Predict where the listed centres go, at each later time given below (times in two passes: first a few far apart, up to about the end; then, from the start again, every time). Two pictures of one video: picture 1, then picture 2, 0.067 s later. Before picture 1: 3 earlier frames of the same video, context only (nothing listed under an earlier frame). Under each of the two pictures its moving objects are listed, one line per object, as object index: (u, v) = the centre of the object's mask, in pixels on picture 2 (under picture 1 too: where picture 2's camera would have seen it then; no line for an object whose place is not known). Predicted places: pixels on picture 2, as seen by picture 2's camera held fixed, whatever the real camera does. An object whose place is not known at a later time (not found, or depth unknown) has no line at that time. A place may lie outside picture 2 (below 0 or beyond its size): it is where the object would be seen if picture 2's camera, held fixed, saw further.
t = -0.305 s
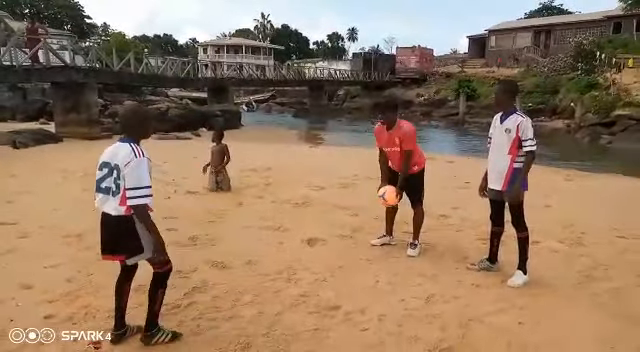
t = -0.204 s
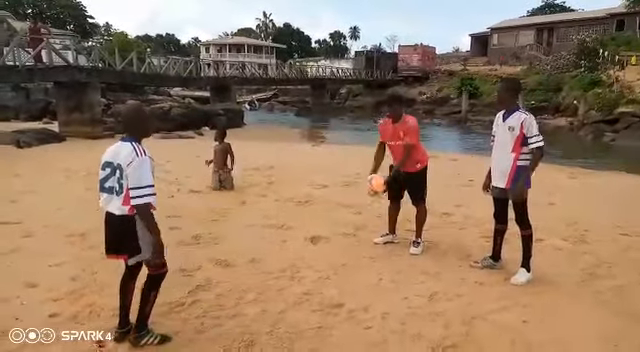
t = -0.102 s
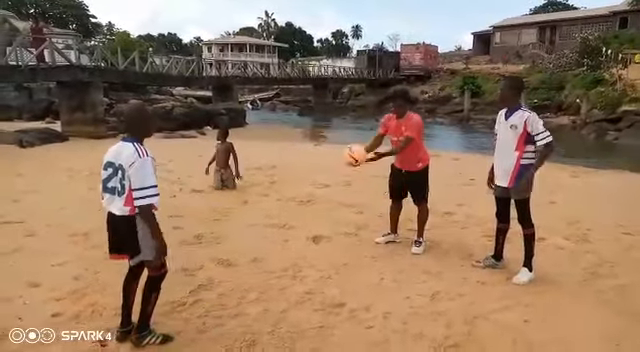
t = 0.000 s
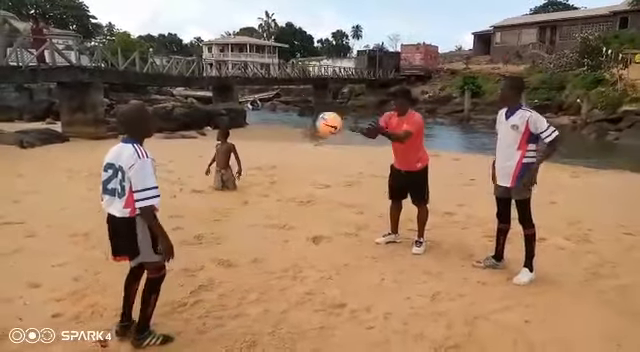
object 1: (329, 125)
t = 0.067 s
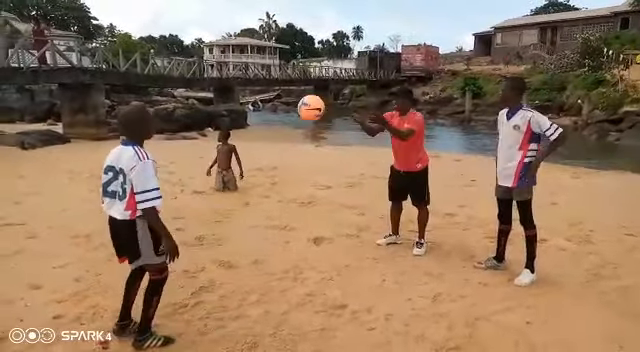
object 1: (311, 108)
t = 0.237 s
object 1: (256, 84)
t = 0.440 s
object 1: (176, 106)
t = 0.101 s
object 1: (301, 101)
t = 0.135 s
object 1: (290, 95)
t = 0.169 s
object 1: (280, 90)
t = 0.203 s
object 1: (268, 87)
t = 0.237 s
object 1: (256, 84)
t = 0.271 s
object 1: (244, 84)
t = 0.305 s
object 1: (232, 85)
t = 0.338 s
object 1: (219, 88)
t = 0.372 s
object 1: (205, 92)
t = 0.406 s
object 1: (191, 98)
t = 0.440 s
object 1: (176, 106)
